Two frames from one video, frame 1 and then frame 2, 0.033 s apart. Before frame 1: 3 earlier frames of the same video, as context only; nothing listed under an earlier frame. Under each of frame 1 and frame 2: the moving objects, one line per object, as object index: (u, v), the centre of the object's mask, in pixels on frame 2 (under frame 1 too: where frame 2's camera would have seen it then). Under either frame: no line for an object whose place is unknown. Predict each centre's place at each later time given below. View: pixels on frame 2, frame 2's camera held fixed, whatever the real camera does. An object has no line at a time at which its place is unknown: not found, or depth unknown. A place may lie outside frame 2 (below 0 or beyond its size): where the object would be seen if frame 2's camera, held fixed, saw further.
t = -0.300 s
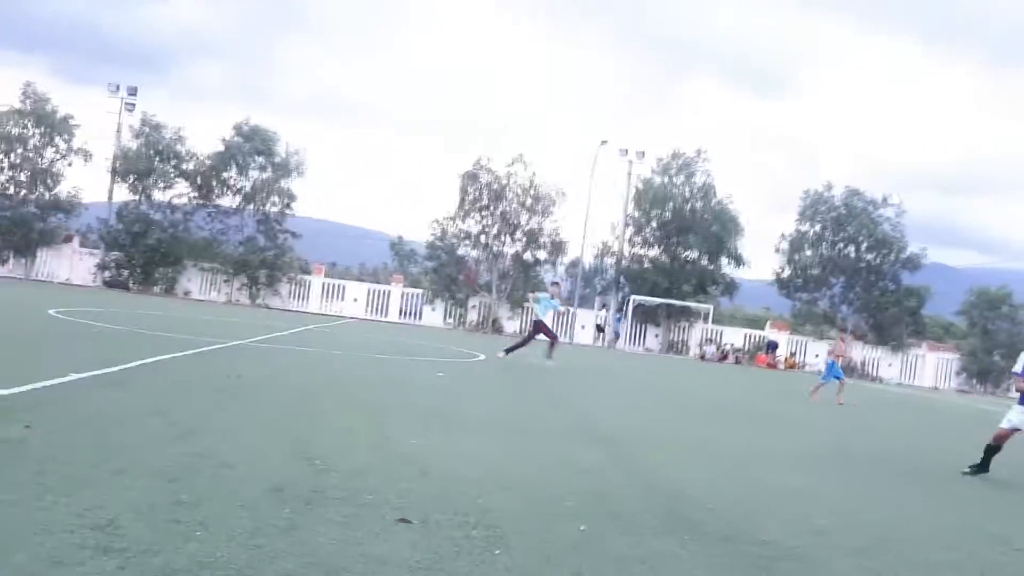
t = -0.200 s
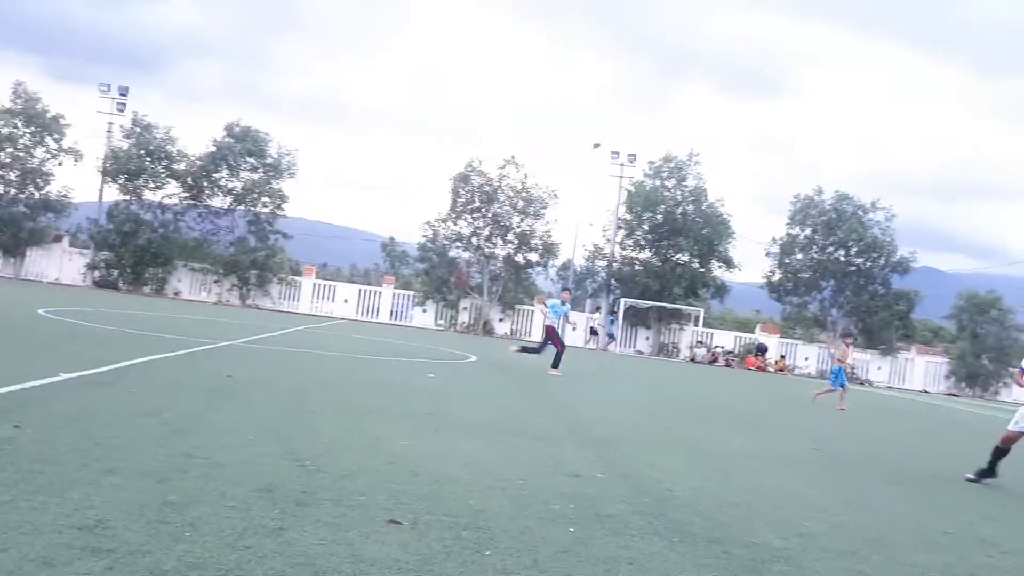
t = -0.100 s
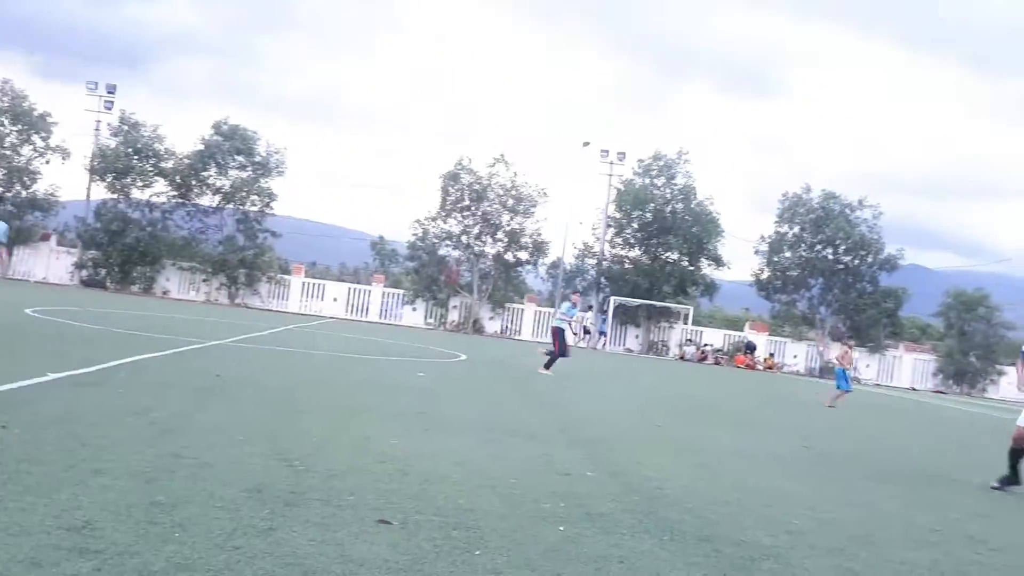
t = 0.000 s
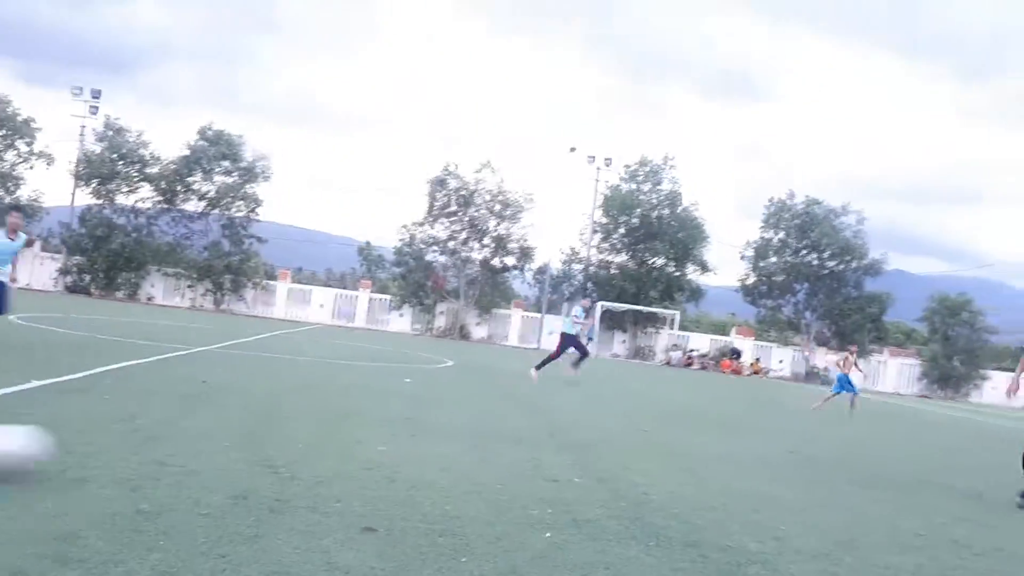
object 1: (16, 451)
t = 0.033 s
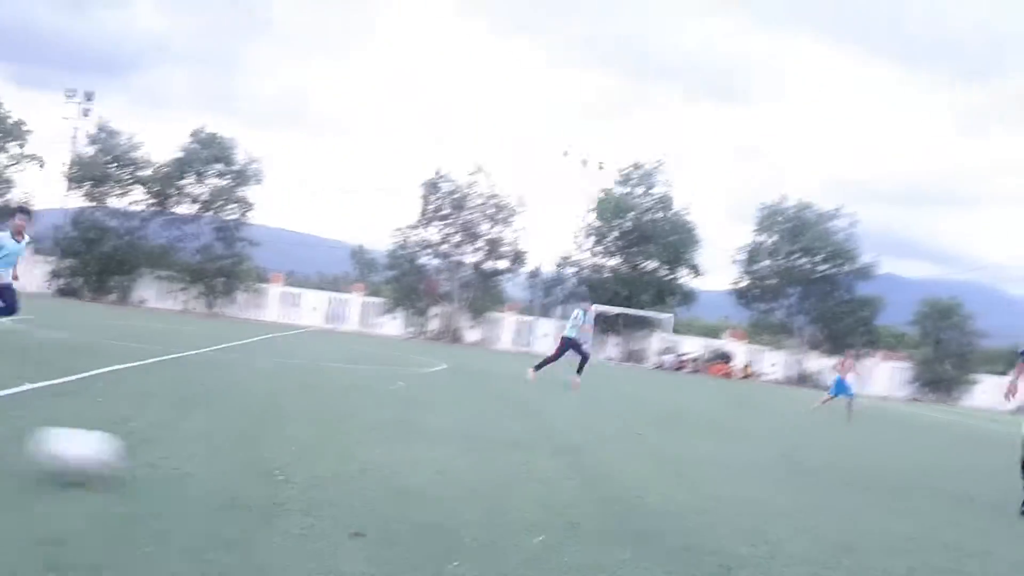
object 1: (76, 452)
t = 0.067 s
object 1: (153, 455)
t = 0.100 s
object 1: (225, 460)
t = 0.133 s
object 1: (292, 466)
